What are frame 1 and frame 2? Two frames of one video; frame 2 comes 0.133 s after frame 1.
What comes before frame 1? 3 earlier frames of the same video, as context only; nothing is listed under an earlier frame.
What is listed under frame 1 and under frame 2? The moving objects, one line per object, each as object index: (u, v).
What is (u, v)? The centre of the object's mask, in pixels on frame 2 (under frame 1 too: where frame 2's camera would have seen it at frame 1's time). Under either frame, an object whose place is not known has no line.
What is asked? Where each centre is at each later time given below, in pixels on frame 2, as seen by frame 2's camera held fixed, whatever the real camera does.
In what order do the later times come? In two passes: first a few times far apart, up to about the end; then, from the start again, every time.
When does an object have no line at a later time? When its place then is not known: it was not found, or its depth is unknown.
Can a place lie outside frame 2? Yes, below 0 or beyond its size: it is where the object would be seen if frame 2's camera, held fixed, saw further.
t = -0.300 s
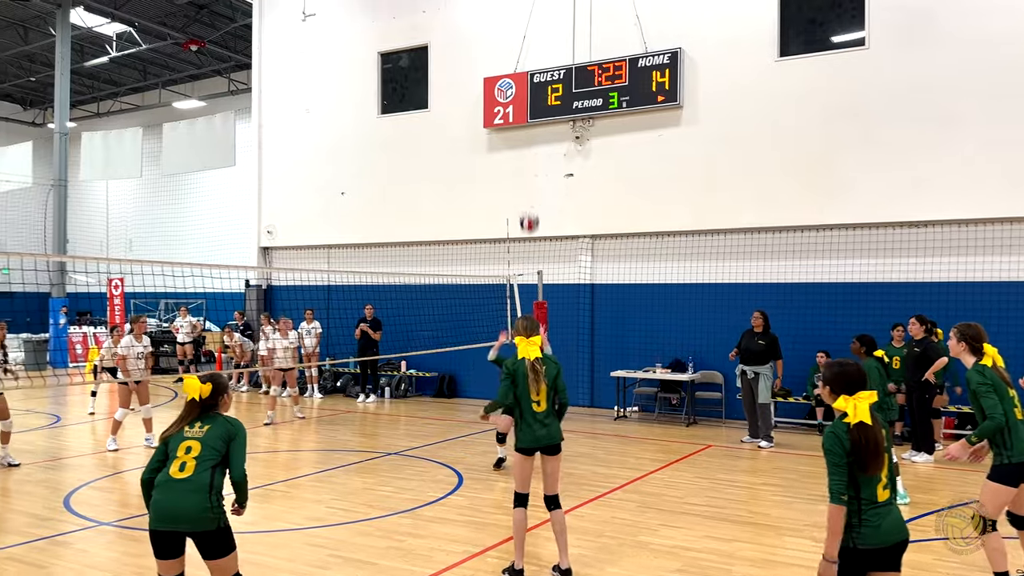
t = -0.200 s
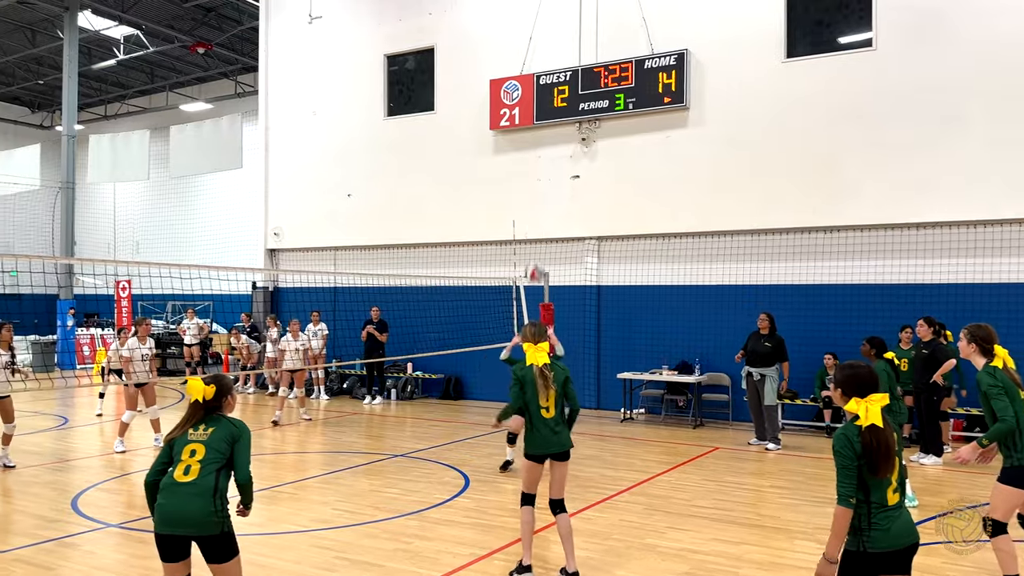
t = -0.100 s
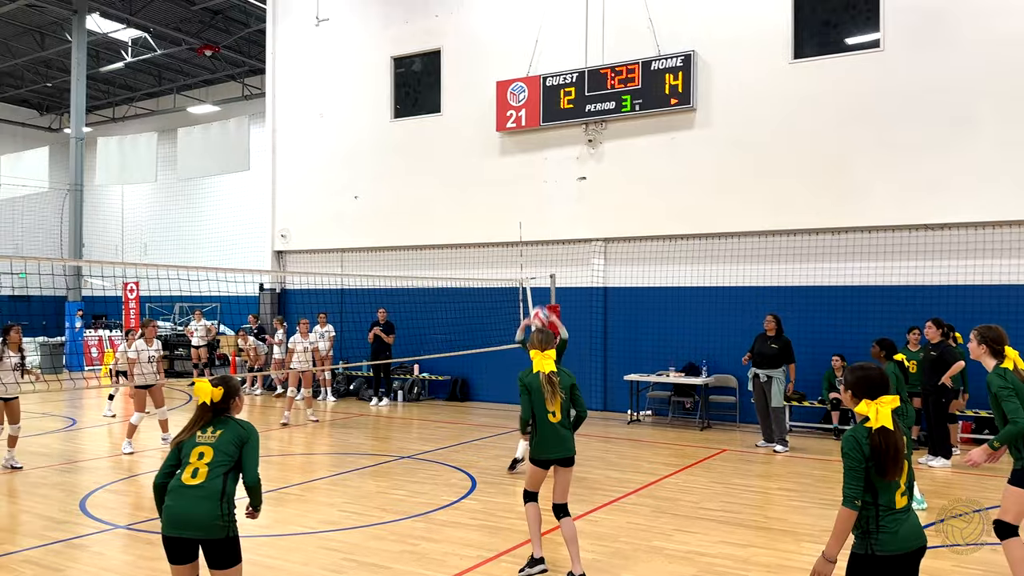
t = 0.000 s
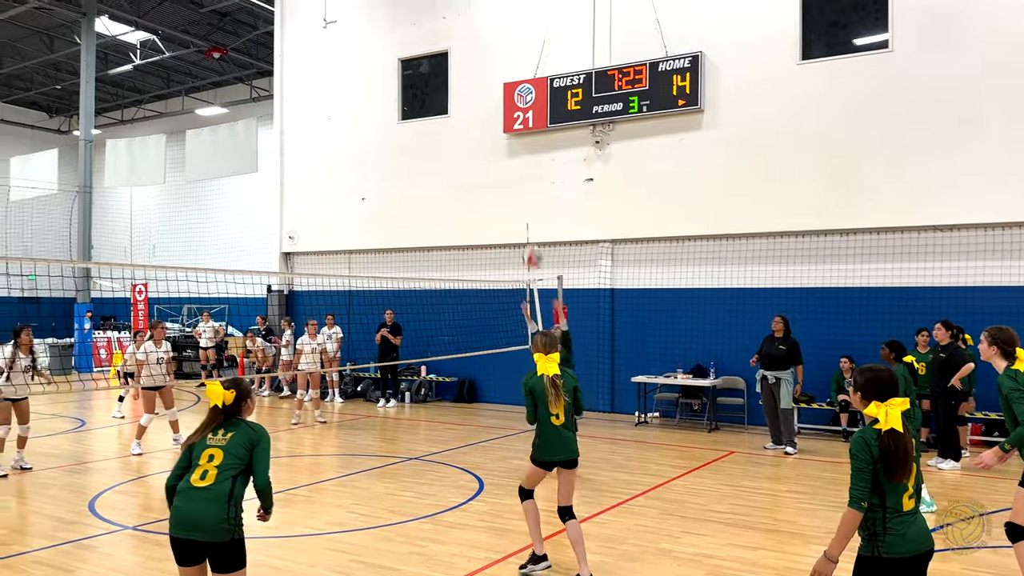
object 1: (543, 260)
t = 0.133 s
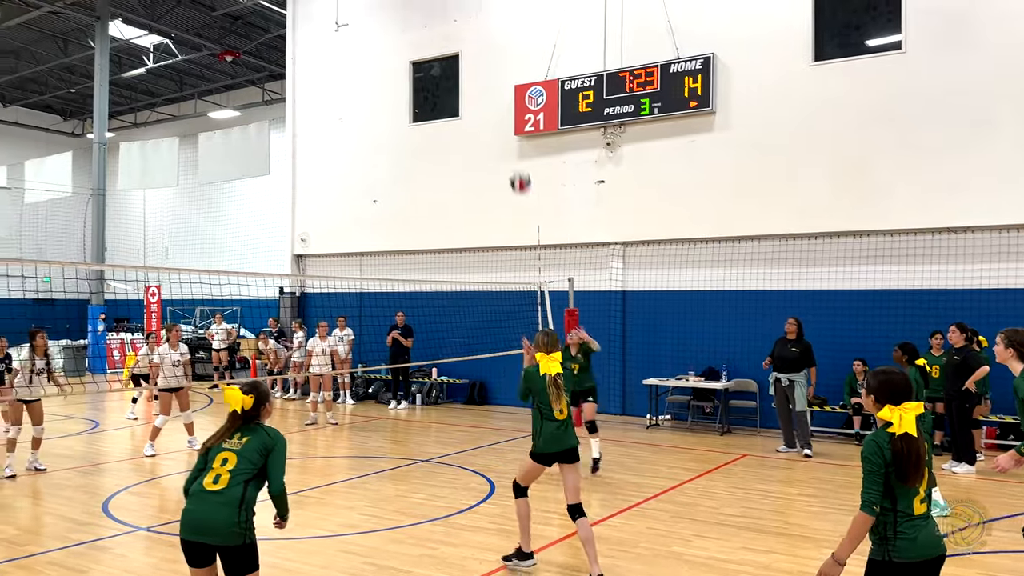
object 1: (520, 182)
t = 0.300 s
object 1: (489, 100)
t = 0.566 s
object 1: (434, 20)
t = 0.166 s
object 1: (514, 165)
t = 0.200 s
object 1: (508, 147)
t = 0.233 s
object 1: (502, 131)
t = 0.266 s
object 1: (496, 114)
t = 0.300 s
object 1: (489, 100)
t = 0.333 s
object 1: (483, 87)
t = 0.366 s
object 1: (477, 74)
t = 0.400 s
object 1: (470, 63)
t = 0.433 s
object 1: (463, 52)
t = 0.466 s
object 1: (456, 42)
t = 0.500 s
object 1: (449, 33)
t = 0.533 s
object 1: (442, 26)
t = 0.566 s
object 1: (434, 20)
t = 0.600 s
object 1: (427, 15)
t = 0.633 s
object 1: (418, 10)
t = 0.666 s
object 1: (410, 8)
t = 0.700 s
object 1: (402, 7)
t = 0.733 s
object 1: (393, 7)
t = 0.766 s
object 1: (385, 9)
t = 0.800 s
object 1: (376, 13)
